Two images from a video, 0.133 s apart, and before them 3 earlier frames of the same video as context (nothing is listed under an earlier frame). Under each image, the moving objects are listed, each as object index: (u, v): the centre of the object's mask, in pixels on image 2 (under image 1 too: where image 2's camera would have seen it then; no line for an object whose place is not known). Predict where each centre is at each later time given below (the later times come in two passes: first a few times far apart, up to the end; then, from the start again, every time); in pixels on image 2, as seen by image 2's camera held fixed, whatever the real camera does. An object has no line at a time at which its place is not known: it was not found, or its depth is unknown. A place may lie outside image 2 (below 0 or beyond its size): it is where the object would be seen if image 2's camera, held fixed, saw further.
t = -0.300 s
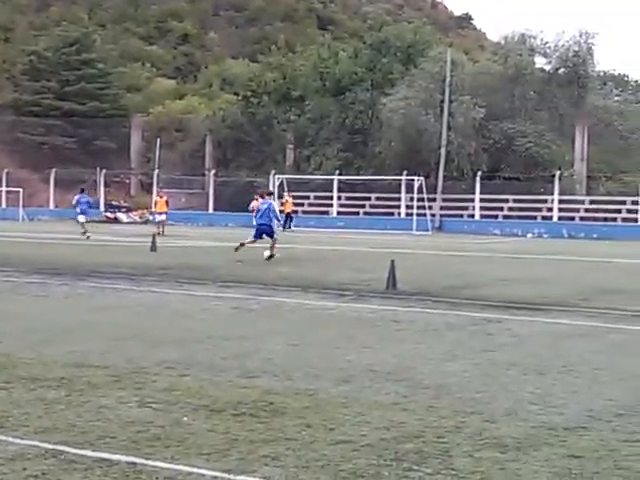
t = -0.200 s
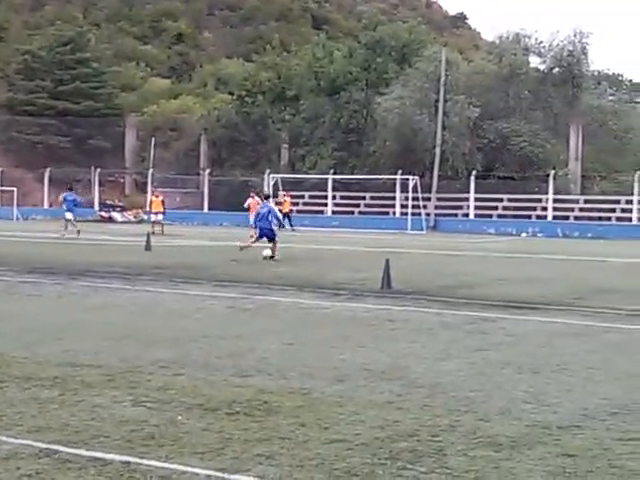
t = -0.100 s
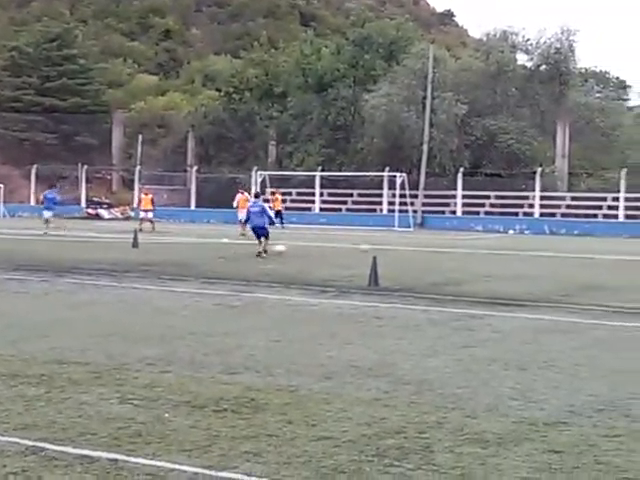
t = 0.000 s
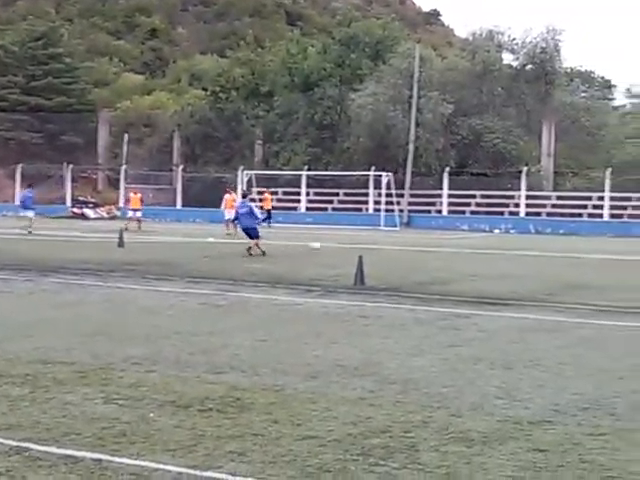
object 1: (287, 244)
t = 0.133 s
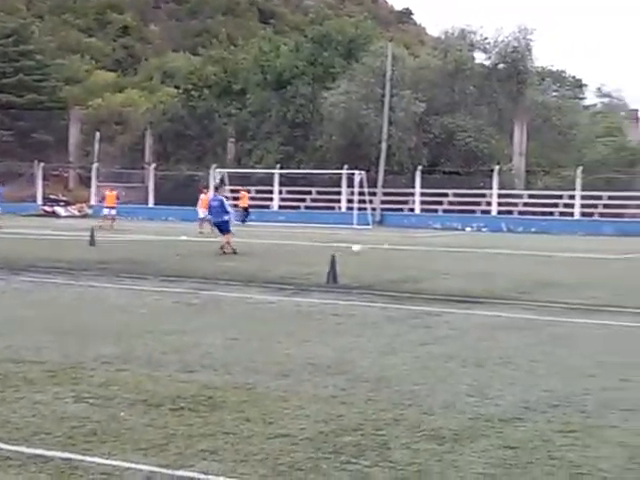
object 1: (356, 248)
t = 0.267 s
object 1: (409, 246)
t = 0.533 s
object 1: (498, 244)
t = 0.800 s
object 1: (573, 247)
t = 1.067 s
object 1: (641, 249)
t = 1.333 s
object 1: (705, 248)
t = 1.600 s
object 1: (763, 247)
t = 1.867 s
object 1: (819, 251)
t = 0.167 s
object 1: (370, 248)
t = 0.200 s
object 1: (383, 247)
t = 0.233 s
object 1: (396, 246)
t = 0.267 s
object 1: (409, 246)
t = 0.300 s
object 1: (421, 245)
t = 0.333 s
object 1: (434, 246)
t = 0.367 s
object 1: (446, 247)
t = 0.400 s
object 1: (459, 249)
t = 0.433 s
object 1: (469, 247)
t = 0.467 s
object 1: (478, 245)
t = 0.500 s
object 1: (488, 244)
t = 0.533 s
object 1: (498, 244)
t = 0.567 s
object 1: (509, 244)
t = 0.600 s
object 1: (519, 244)
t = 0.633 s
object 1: (528, 245)
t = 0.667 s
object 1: (537, 246)
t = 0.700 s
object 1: (546, 248)
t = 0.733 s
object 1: (555, 249)
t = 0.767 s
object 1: (564, 248)
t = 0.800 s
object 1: (573, 247)
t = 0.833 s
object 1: (582, 246)
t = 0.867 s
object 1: (591, 246)
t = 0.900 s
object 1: (600, 245)
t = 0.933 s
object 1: (608, 246)
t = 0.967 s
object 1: (616, 246)
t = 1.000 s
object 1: (625, 247)
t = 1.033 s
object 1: (633, 249)
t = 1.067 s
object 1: (641, 249)
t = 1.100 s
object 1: (650, 247)
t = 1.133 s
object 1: (658, 246)
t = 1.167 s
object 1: (662, 245)
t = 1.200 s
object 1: (673, 245)
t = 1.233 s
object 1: (682, 245)
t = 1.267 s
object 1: (690, 246)
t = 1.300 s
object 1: (697, 246)
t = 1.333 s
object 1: (705, 248)
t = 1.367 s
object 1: (712, 249)
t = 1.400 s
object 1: (720, 251)
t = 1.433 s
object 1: (726, 250)
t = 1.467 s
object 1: (734, 249)
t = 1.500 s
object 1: (741, 248)
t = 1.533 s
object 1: (750, 247)
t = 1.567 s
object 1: (756, 247)
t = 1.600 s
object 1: (763, 247)
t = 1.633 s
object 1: (770, 248)
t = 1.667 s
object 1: (777, 250)
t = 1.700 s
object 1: (784, 251)
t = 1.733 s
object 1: (791, 252)
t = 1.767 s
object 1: (799, 252)
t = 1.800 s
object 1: (806, 251)
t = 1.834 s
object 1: (813, 251)
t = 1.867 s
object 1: (819, 251)
